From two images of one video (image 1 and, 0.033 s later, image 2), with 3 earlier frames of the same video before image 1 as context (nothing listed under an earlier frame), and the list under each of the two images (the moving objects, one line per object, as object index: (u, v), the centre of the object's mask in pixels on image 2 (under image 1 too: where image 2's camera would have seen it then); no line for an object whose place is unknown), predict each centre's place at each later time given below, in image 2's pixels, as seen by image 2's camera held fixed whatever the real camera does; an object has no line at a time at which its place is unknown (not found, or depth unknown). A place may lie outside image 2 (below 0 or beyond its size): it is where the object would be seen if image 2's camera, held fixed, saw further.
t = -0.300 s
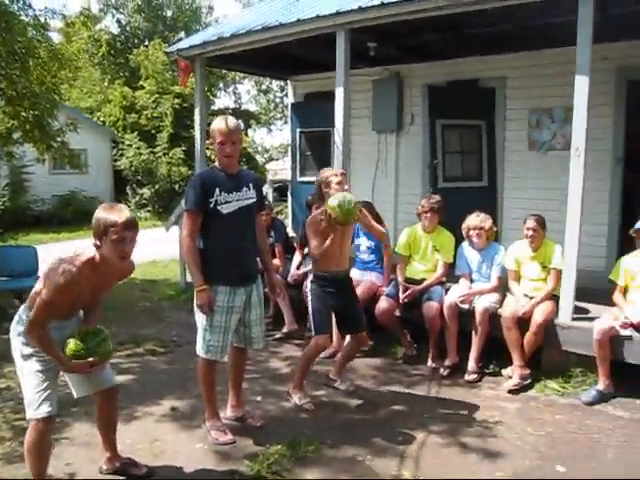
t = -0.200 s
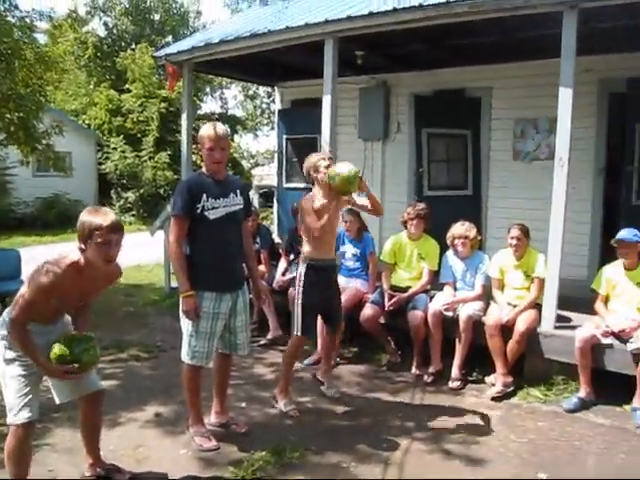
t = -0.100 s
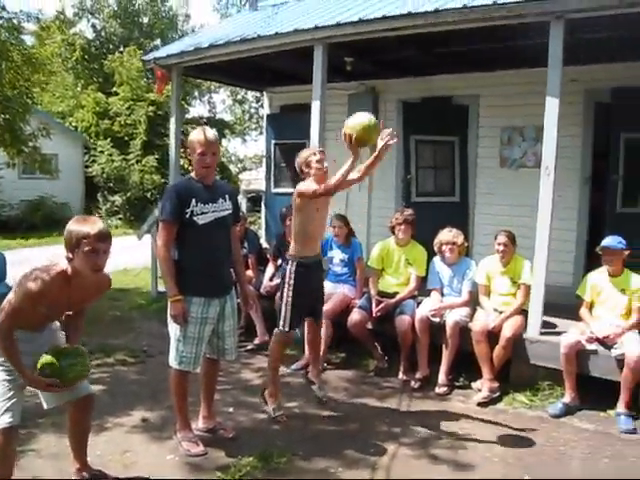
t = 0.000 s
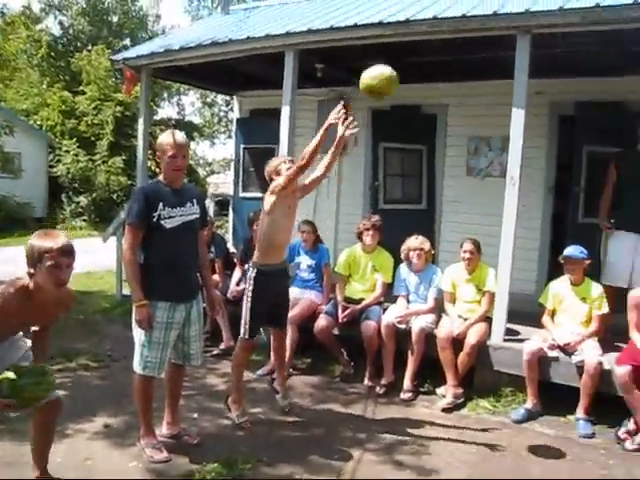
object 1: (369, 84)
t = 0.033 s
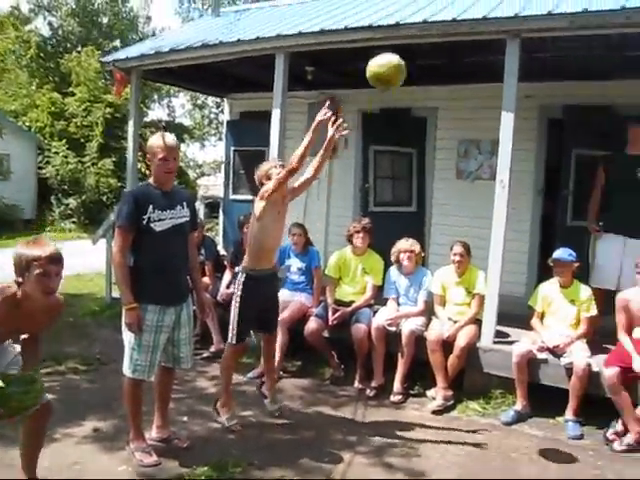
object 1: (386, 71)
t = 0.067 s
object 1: (403, 59)
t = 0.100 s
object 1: (421, 48)
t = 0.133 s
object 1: (438, 40)
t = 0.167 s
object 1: (456, 35)
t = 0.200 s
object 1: (474, 30)
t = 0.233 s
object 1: (492, 28)
